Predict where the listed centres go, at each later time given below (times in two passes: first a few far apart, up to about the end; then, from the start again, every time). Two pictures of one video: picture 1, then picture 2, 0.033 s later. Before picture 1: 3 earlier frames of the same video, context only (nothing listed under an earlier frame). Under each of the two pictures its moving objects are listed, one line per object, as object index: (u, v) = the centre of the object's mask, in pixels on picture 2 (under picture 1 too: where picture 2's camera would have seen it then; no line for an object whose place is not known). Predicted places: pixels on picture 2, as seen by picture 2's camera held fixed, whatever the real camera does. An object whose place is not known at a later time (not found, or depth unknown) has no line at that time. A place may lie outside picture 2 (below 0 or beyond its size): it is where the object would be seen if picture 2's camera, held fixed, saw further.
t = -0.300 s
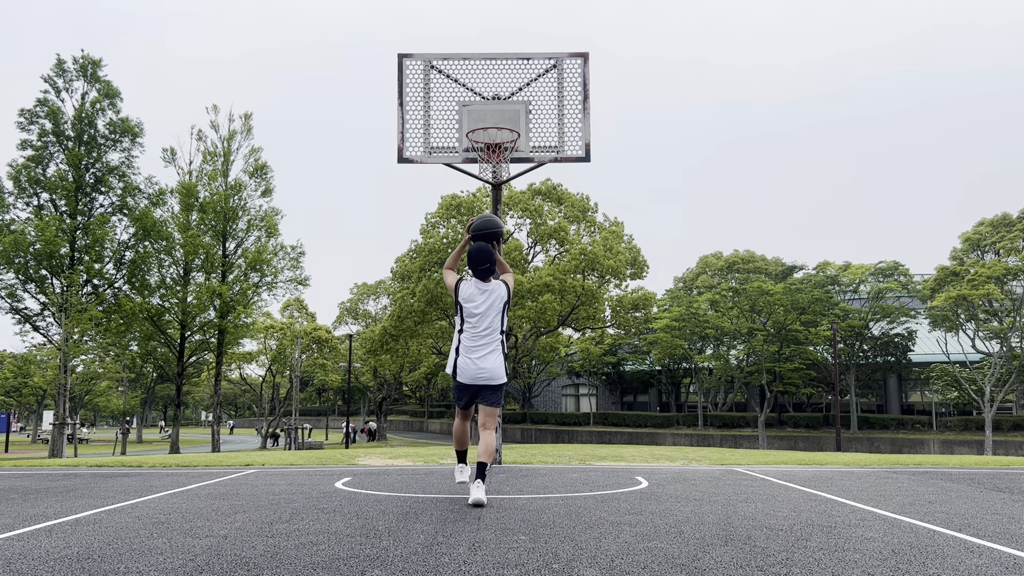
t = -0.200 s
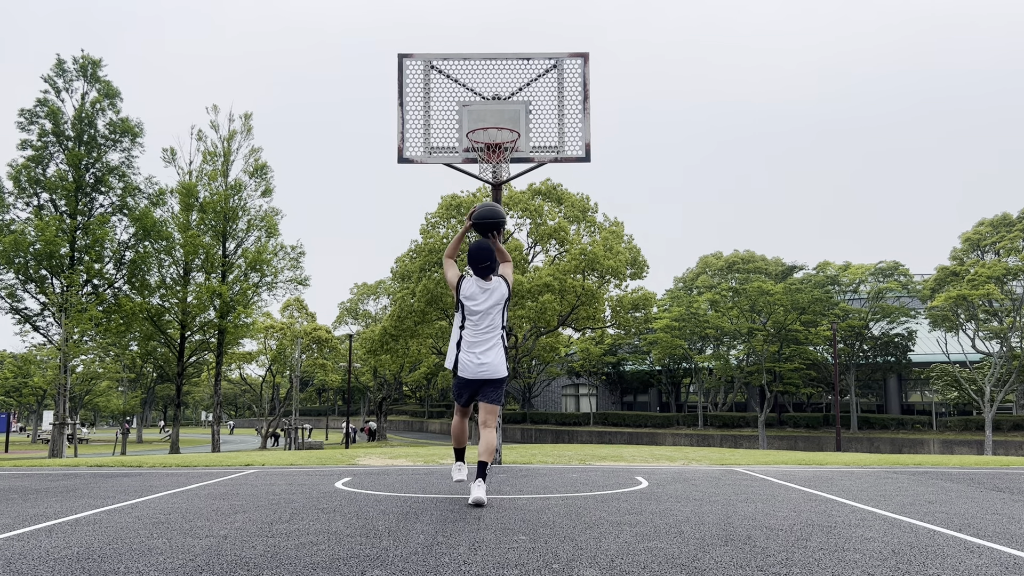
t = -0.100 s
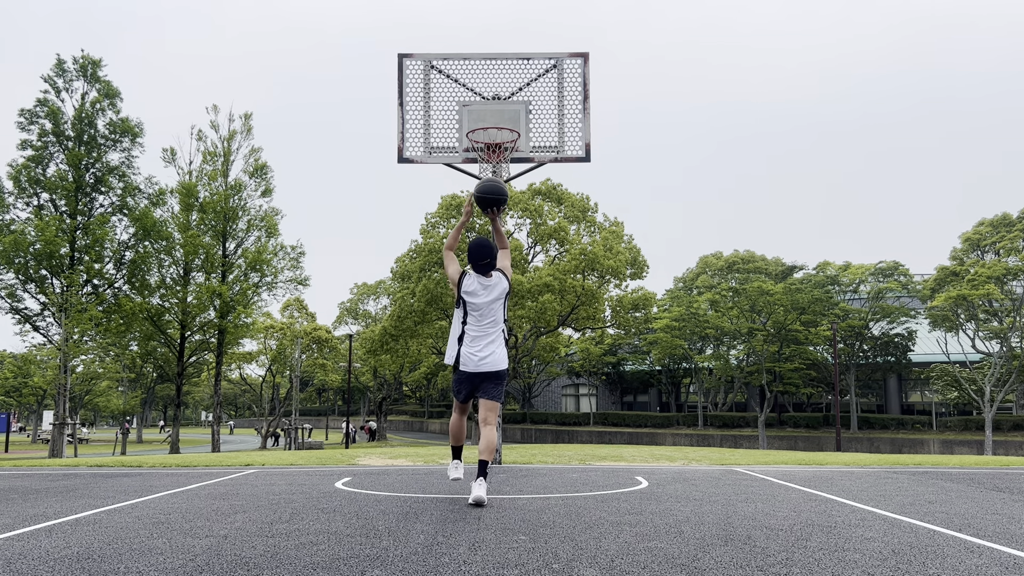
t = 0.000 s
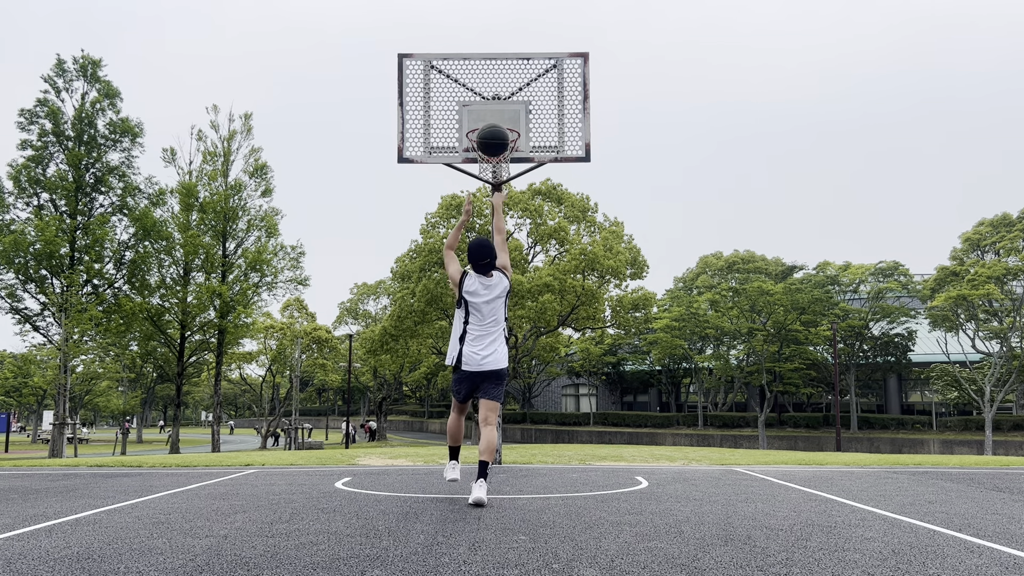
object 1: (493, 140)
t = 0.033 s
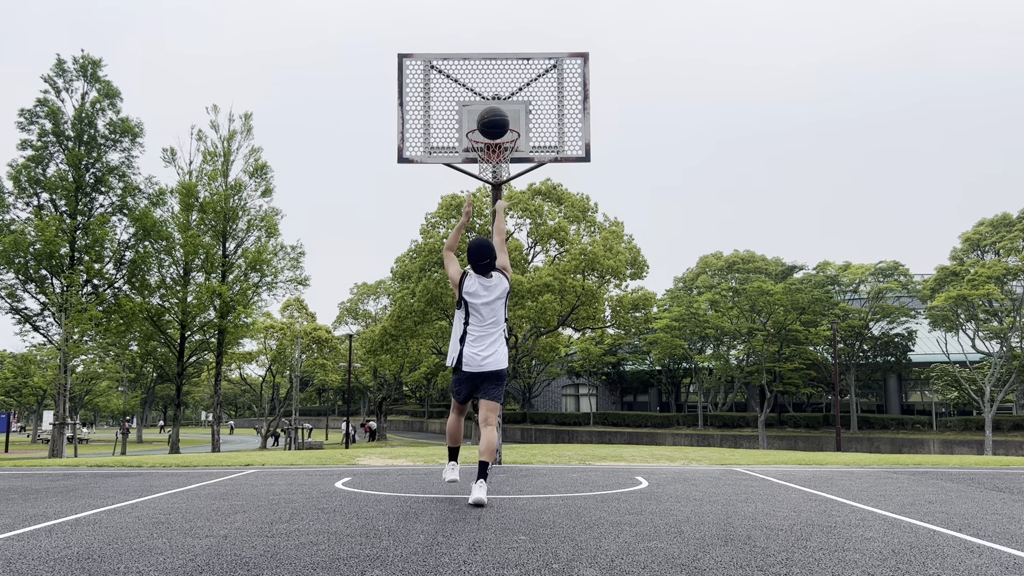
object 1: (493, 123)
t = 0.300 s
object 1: (496, 49)
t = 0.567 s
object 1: (498, 66)
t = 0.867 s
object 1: (496, 153)
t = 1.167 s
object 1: (486, 178)
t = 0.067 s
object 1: (493, 108)
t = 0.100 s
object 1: (494, 94)
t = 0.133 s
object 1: (494, 83)
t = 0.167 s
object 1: (495, 73)
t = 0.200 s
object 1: (495, 64)
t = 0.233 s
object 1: (496, 58)
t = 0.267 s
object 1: (496, 52)
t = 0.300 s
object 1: (496, 49)
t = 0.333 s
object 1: (496, 46)
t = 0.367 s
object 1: (497, 45)
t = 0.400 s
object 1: (497, 45)
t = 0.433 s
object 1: (497, 47)
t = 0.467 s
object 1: (498, 50)
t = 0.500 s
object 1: (498, 54)
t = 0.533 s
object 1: (498, 59)
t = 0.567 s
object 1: (498, 66)
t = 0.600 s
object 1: (499, 73)
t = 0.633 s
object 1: (499, 82)
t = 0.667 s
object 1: (499, 92)
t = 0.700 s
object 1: (499, 103)
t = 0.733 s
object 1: (499, 114)
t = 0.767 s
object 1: (499, 124)
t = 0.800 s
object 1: (498, 134)
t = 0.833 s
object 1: (497, 143)
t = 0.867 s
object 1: (496, 153)
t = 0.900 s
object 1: (495, 159)
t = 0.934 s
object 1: (495, 167)
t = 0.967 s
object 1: (492, 168)
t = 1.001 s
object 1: (491, 168)
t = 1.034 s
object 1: (490, 169)
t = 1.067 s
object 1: (487, 167)
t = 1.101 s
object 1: (488, 168)
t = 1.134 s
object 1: (487, 177)
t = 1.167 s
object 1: (486, 178)
